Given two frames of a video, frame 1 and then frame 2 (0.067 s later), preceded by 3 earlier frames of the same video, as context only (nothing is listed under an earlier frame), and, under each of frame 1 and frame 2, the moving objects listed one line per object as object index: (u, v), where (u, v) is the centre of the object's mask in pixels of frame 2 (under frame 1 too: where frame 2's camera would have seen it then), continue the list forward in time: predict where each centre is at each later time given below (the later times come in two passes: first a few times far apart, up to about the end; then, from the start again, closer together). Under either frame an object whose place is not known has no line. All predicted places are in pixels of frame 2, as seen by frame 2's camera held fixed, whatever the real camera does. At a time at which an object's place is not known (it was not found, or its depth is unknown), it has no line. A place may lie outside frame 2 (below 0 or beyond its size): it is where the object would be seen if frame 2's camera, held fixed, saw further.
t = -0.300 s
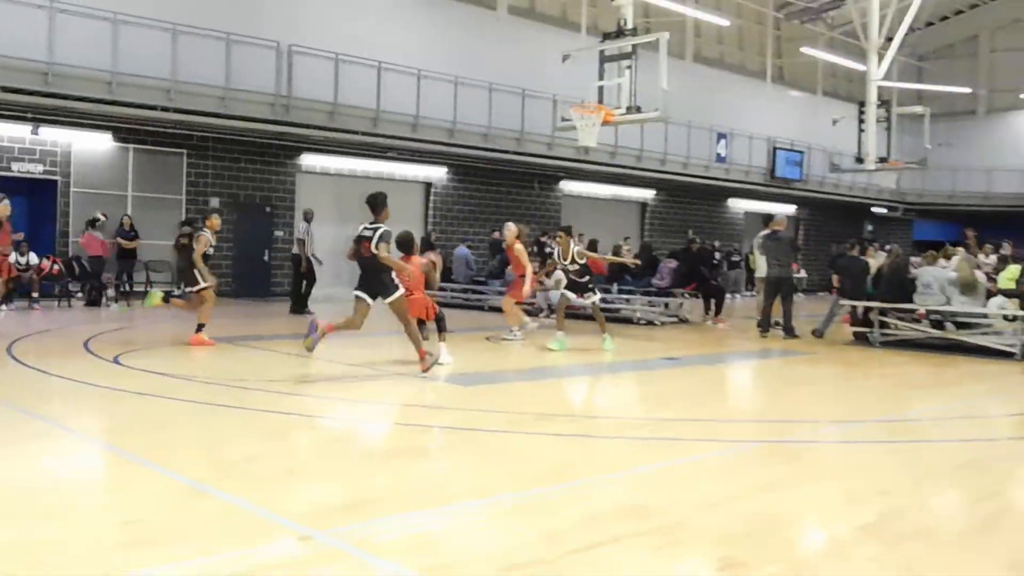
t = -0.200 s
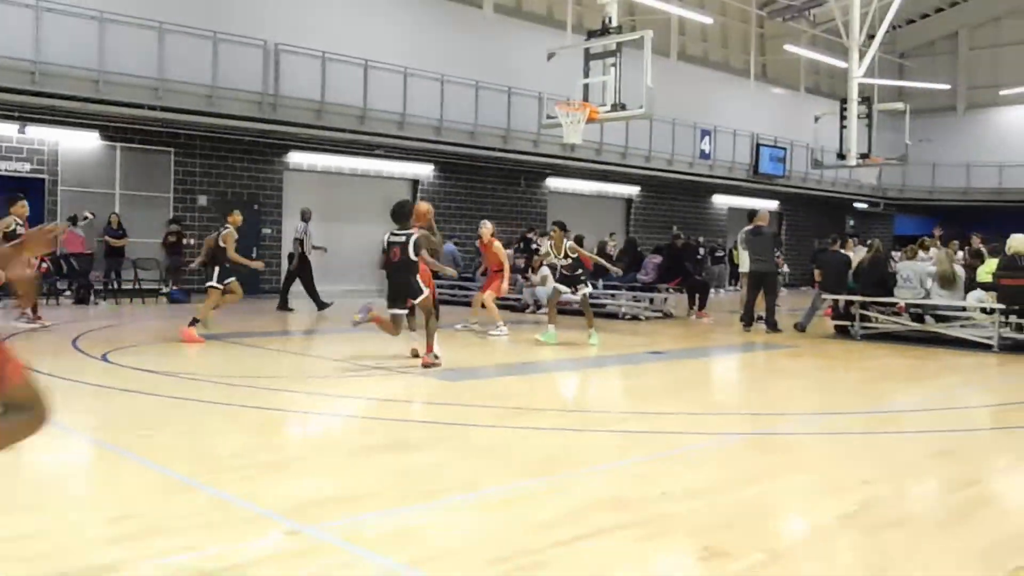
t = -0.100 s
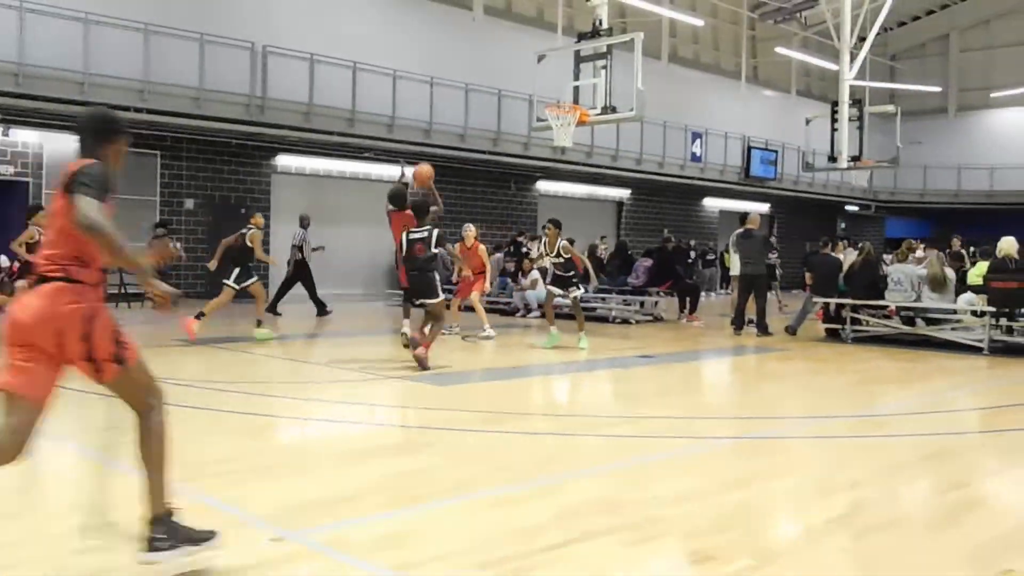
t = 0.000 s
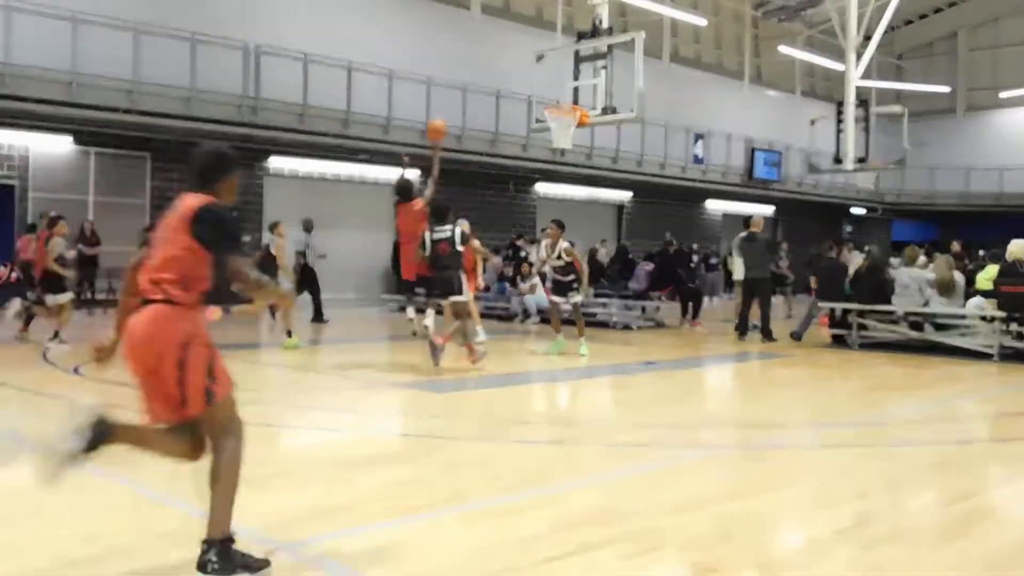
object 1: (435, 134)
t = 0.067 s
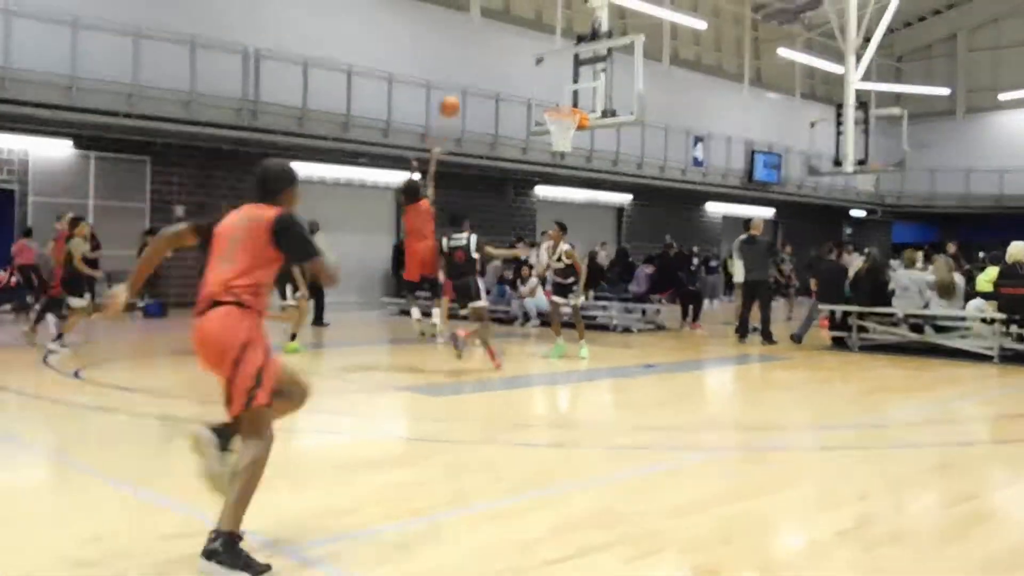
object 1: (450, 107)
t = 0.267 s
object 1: (487, 55)
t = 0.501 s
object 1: (523, 45)
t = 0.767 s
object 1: (559, 85)
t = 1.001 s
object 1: (566, 102)
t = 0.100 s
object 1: (456, 94)
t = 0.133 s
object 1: (463, 84)
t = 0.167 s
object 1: (468, 75)
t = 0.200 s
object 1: (475, 68)
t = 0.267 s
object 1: (487, 55)
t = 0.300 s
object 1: (492, 51)
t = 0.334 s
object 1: (498, 47)
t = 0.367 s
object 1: (503, 45)
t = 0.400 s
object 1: (508, 43)
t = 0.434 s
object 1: (514, 43)
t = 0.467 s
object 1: (518, 44)
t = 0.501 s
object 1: (523, 45)
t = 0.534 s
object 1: (528, 47)
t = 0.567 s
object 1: (532, 50)
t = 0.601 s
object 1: (537, 54)
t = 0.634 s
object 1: (542, 59)
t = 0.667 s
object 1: (546, 64)
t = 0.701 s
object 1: (550, 71)
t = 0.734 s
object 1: (555, 77)
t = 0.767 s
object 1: (559, 85)
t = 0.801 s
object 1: (563, 93)
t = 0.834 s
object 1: (567, 102)
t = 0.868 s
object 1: (568, 102)
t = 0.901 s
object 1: (570, 102)
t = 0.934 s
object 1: (570, 103)
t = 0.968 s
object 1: (570, 103)
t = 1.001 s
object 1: (566, 102)
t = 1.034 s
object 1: (563, 101)
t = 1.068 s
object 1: (559, 99)
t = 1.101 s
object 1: (555, 99)
